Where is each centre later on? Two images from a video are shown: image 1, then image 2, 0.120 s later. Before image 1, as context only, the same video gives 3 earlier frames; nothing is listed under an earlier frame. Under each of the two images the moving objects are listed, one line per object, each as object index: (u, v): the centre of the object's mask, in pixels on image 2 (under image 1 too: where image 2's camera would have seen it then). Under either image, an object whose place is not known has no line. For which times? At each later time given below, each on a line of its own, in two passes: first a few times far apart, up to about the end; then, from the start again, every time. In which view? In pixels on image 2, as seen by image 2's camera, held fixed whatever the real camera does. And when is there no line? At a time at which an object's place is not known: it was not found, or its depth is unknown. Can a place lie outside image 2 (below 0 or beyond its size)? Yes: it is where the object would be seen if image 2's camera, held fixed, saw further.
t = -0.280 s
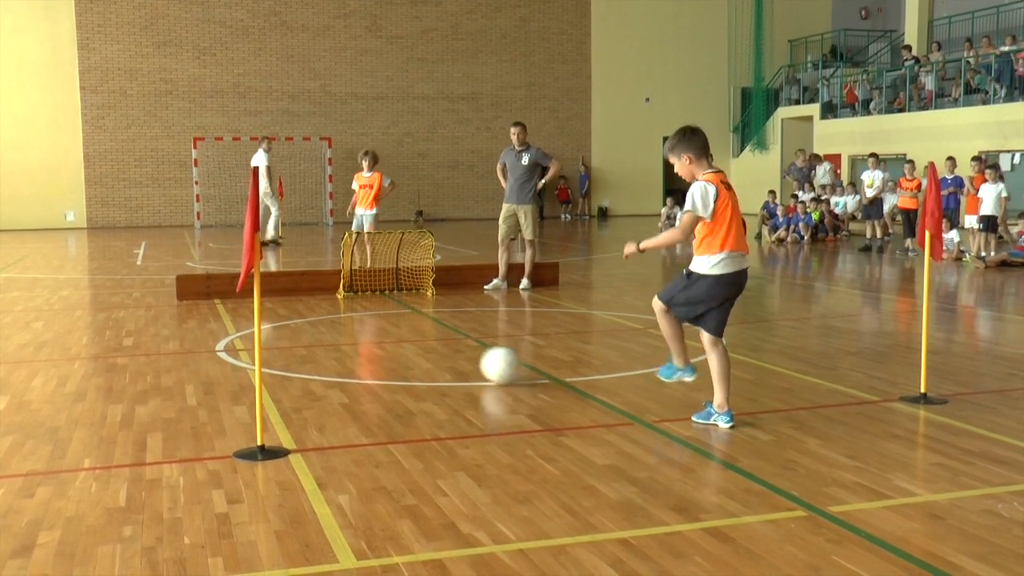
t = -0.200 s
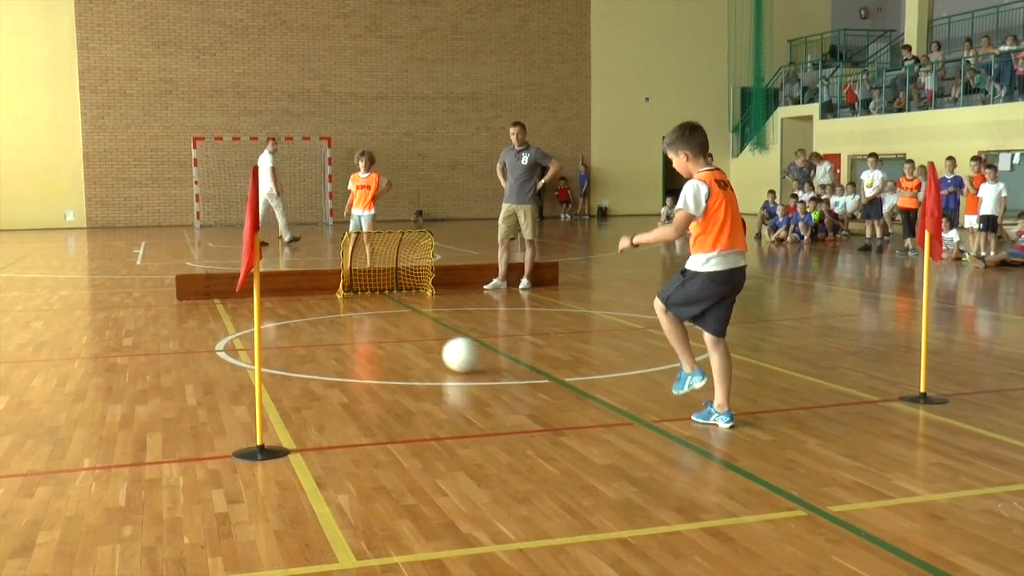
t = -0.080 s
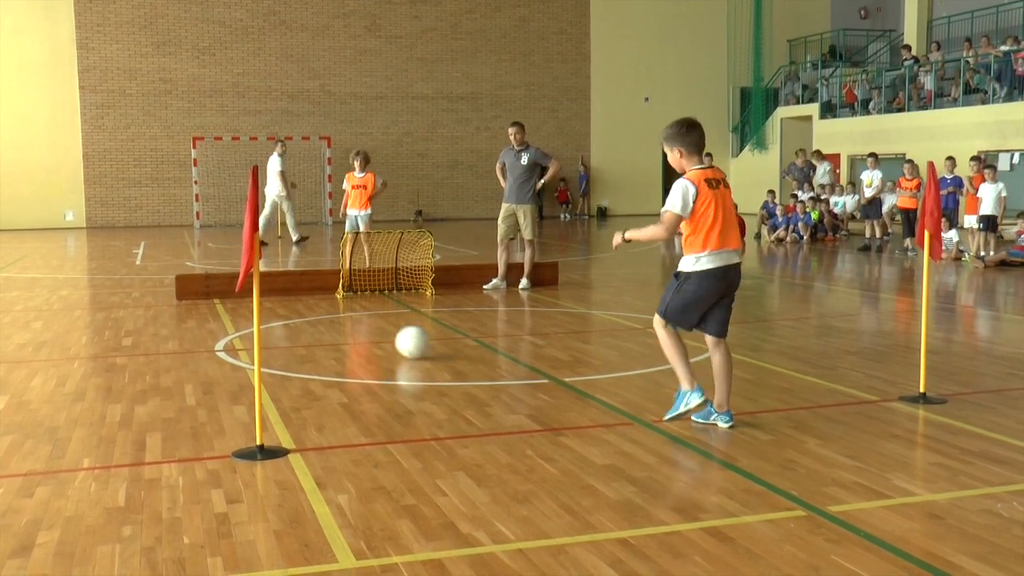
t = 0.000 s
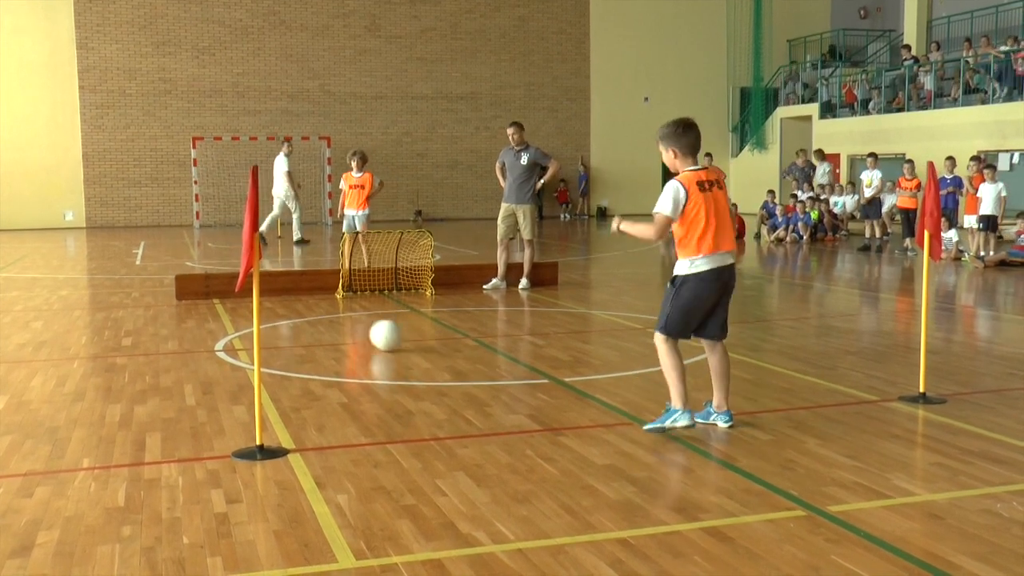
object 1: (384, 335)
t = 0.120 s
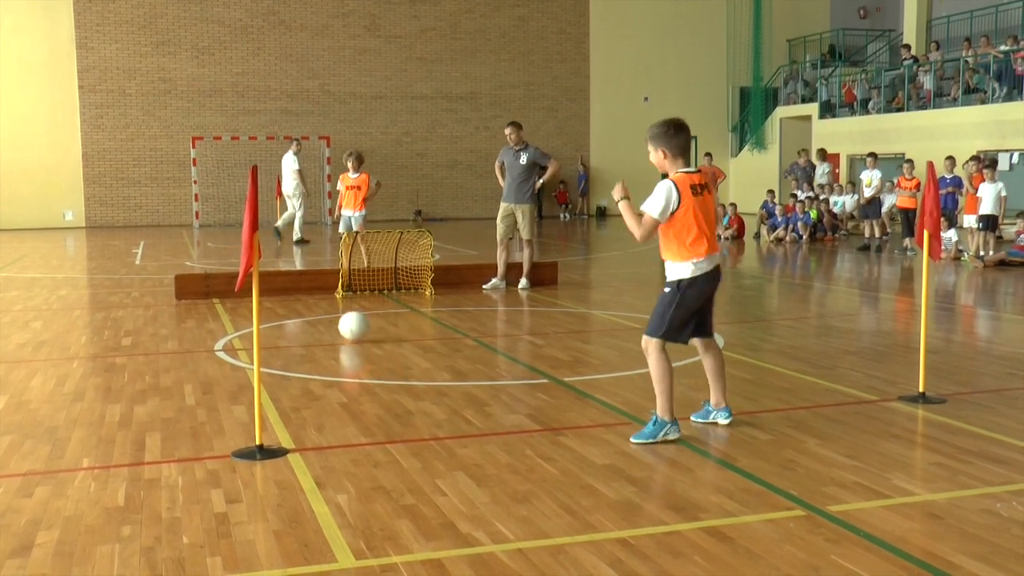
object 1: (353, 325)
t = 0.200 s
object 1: (334, 322)
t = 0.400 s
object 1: (296, 312)
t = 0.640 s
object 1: (262, 301)
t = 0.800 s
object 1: (239, 296)
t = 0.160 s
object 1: (344, 324)
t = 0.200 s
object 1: (334, 322)
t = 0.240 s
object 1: (327, 319)
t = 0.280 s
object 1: (318, 317)
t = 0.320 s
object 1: (311, 315)
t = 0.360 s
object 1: (303, 314)
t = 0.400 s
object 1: (296, 312)
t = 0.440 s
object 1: (290, 310)
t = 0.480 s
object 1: (284, 308)
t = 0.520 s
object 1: (278, 307)
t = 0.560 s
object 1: (272, 305)
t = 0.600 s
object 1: (268, 303)
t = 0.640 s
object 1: (262, 301)
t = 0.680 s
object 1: (253, 299)
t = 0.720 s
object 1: (246, 299)
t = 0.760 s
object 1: (243, 297)
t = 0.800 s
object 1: (239, 296)
